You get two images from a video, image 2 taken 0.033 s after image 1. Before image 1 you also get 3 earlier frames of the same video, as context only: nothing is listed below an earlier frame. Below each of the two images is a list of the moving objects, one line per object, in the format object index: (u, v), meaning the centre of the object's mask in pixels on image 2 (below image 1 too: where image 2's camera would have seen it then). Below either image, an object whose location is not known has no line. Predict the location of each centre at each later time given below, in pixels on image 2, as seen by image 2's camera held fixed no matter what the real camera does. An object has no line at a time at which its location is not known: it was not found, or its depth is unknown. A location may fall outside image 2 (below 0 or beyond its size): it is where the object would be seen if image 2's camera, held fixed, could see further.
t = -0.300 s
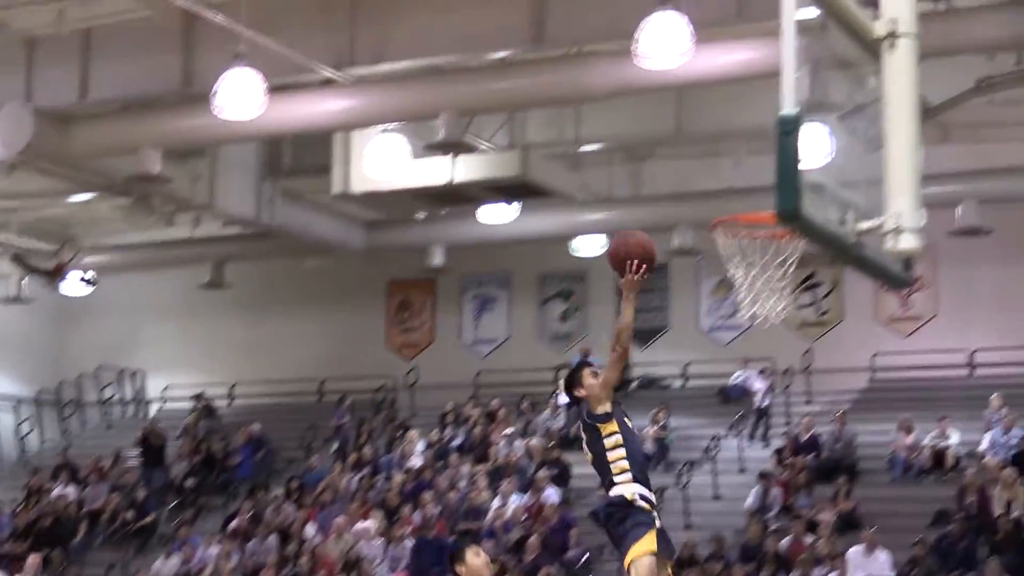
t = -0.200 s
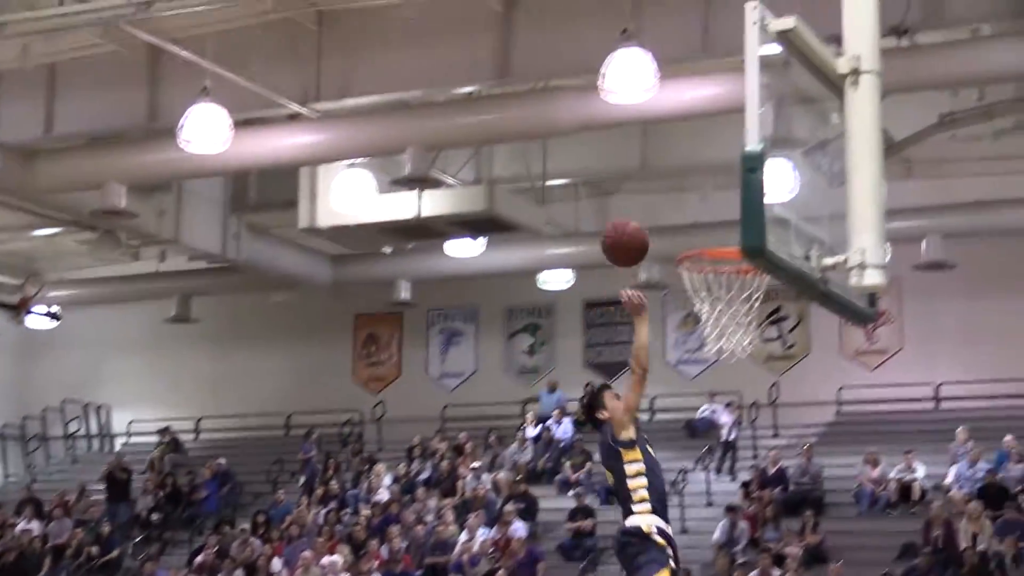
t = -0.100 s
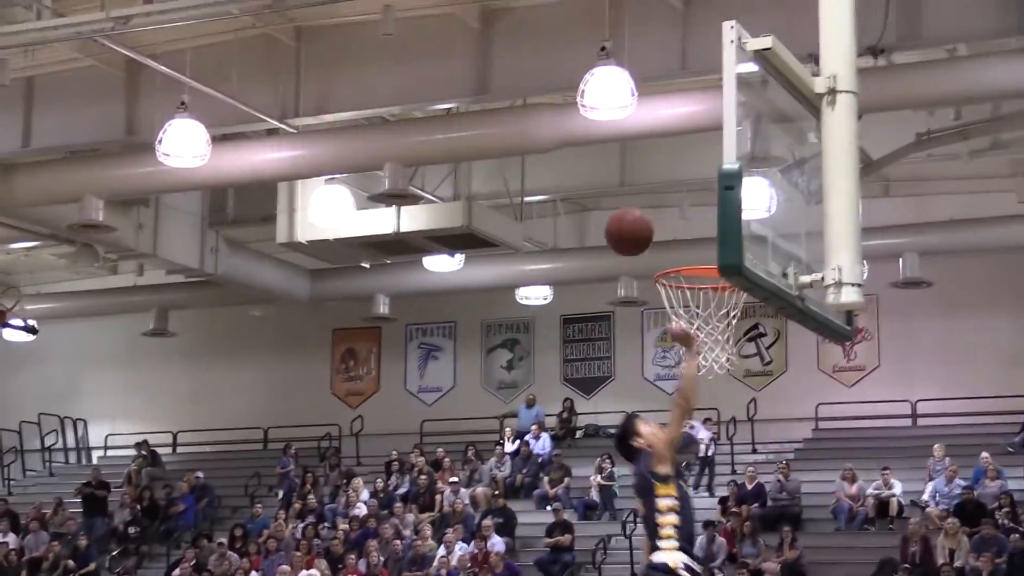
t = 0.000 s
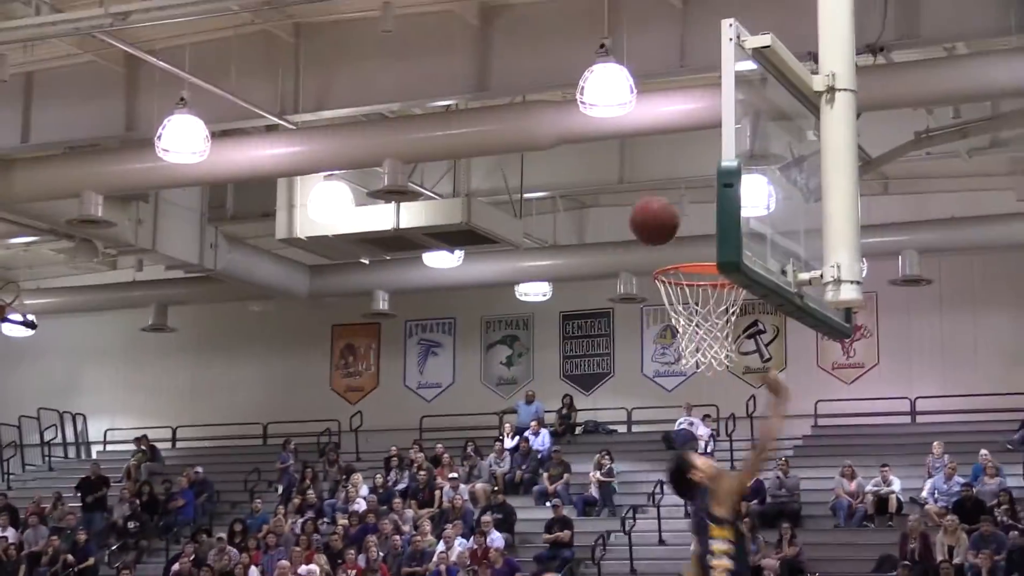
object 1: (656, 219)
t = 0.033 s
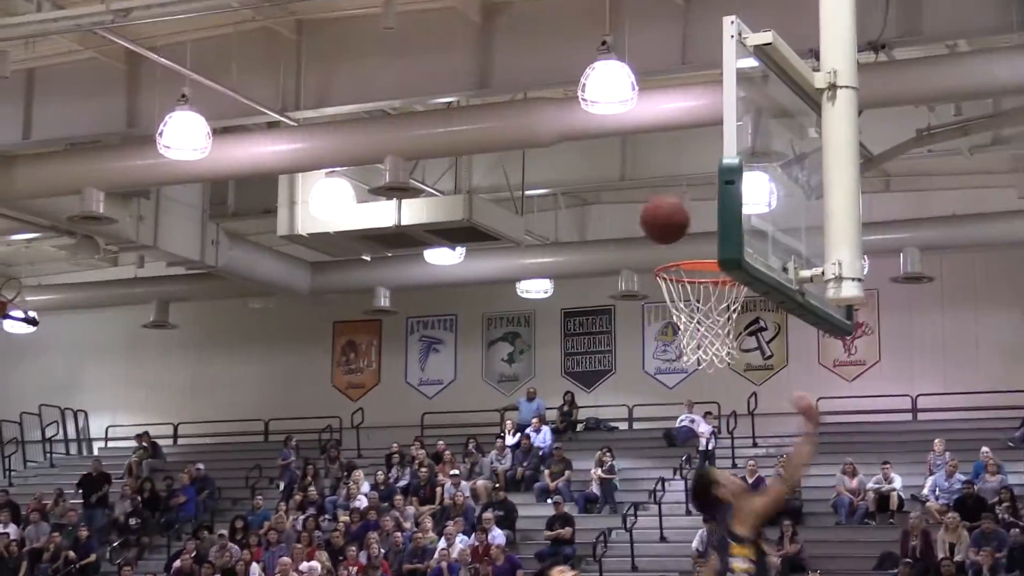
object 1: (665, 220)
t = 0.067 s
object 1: (674, 224)
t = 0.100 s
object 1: (685, 230)
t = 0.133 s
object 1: (690, 239)
